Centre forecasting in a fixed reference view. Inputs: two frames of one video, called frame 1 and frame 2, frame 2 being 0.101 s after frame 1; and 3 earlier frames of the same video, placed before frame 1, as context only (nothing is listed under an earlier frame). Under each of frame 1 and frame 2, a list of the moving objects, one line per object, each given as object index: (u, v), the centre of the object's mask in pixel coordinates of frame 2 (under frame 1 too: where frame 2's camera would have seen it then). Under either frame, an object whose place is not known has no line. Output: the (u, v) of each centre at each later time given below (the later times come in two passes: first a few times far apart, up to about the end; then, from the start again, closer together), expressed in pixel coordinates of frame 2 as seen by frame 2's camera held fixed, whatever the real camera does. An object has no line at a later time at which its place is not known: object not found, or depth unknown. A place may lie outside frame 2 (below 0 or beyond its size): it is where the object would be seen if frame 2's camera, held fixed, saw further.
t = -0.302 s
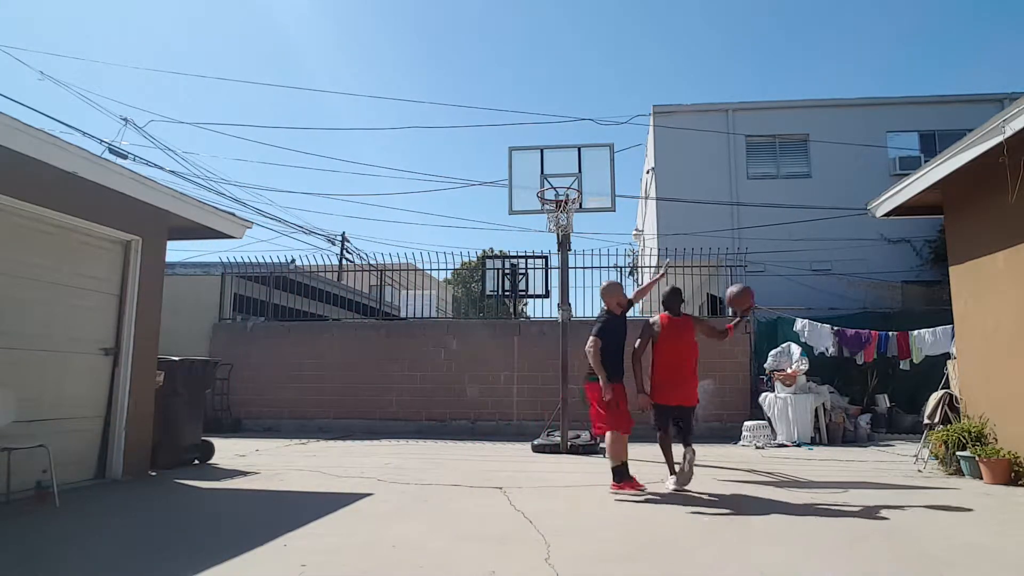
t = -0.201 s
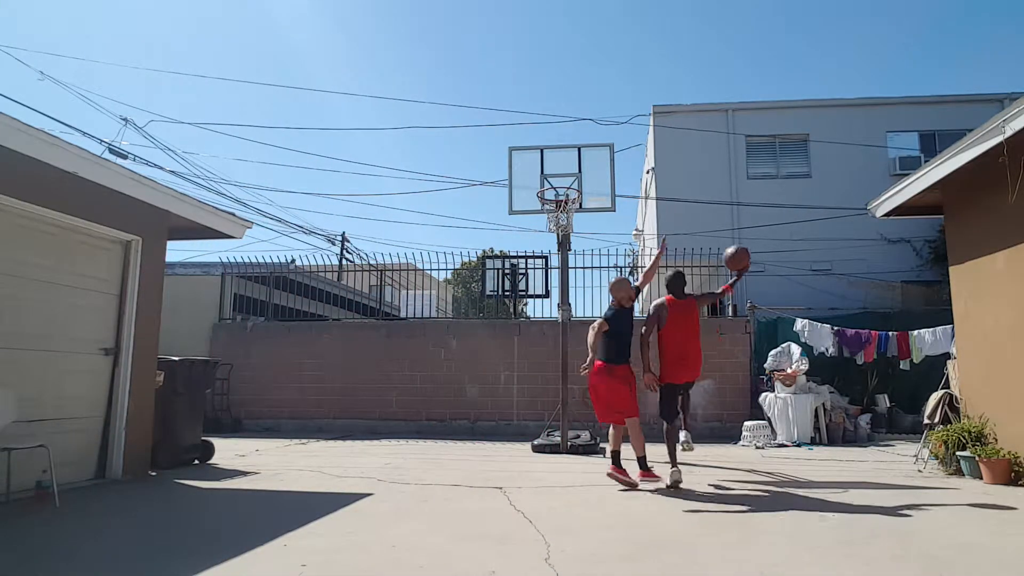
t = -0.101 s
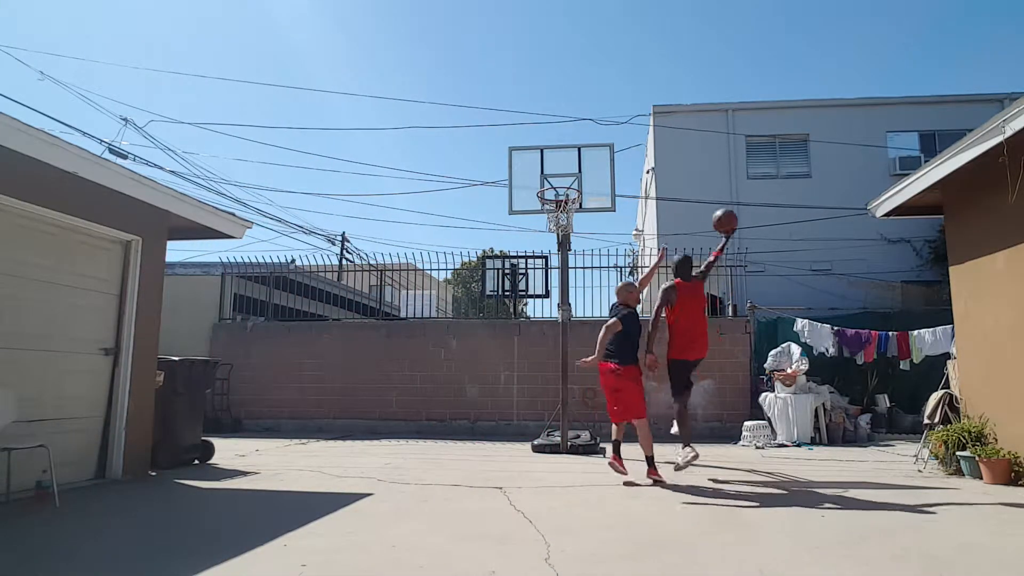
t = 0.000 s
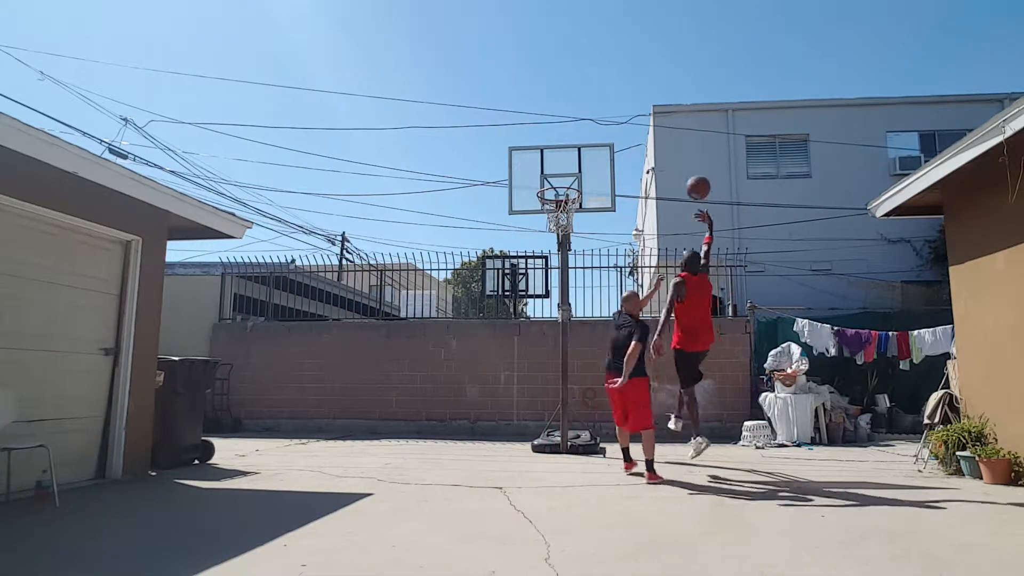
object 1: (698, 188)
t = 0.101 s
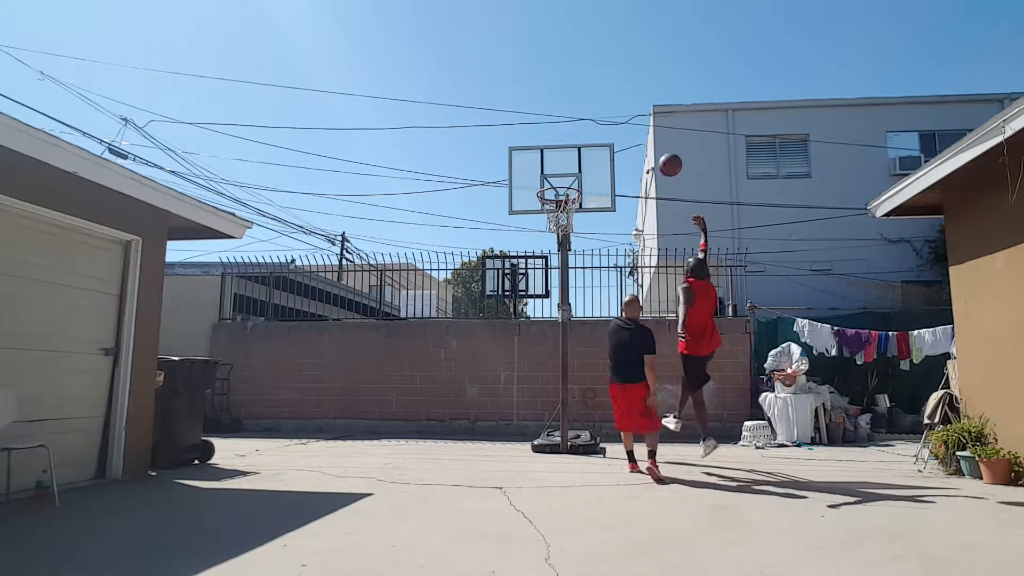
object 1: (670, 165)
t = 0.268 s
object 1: (629, 149)
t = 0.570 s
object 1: (566, 181)
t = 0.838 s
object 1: (547, 184)
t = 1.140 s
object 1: (566, 184)
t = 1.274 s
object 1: (571, 188)
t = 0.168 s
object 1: (653, 156)
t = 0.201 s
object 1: (645, 152)
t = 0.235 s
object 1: (636, 150)
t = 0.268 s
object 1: (629, 149)
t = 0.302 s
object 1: (621, 149)
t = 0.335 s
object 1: (614, 150)
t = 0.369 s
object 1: (607, 152)
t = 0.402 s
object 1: (600, 155)
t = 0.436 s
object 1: (593, 159)
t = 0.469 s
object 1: (586, 163)
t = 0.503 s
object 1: (579, 168)
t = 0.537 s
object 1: (572, 174)
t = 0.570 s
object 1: (566, 181)
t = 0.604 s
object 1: (559, 188)
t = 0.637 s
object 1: (556, 190)
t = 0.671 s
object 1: (554, 187)
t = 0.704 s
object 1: (552, 184)
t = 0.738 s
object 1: (551, 183)
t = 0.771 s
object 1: (549, 182)
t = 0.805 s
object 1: (548, 182)
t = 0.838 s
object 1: (547, 184)
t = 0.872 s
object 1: (545, 186)
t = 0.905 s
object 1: (546, 185)
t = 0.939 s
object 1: (549, 185)
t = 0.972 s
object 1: (551, 184)
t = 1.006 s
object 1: (554, 183)
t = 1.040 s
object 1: (557, 183)
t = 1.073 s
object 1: (560, 184)
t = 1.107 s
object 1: (563, 184)
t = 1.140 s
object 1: (566, 184)
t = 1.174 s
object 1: (569, 185)
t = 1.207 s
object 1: (570, 187)
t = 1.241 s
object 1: (571, 189)
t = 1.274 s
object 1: (571, 188)
